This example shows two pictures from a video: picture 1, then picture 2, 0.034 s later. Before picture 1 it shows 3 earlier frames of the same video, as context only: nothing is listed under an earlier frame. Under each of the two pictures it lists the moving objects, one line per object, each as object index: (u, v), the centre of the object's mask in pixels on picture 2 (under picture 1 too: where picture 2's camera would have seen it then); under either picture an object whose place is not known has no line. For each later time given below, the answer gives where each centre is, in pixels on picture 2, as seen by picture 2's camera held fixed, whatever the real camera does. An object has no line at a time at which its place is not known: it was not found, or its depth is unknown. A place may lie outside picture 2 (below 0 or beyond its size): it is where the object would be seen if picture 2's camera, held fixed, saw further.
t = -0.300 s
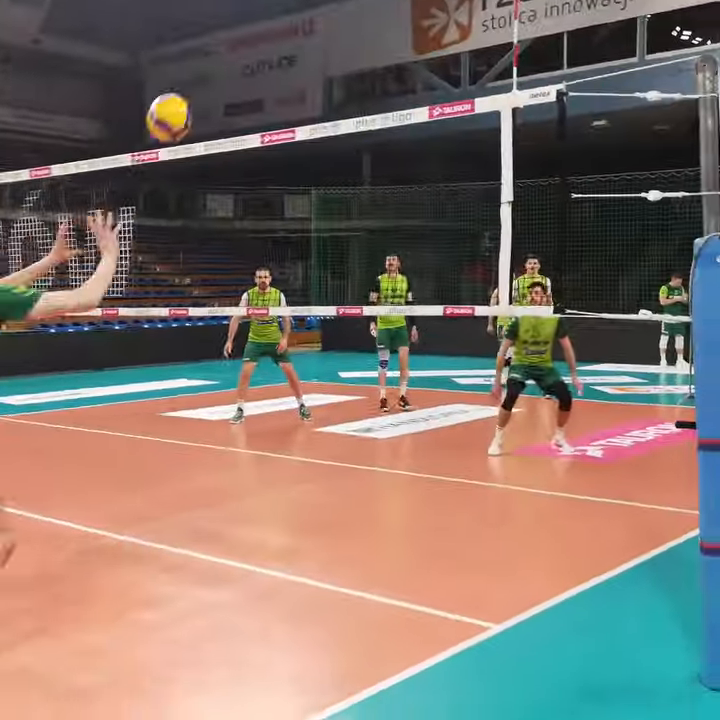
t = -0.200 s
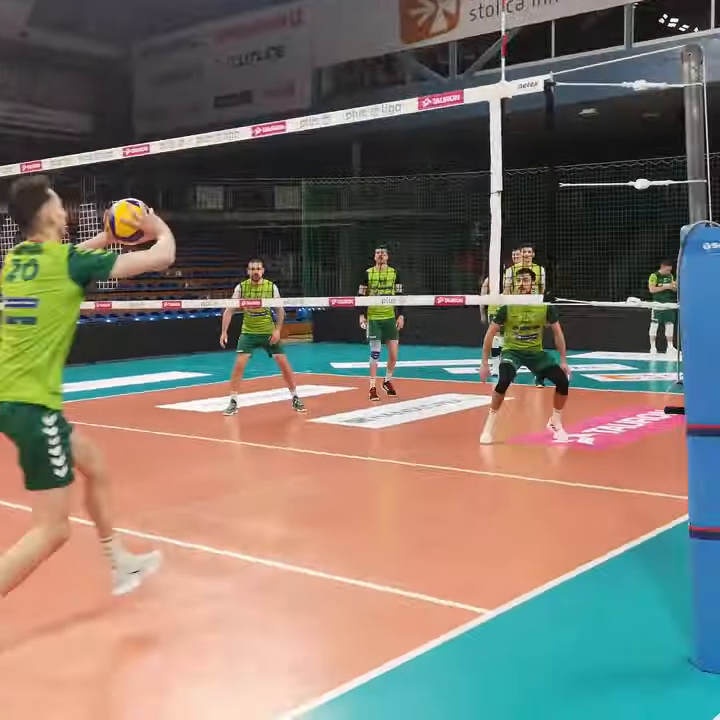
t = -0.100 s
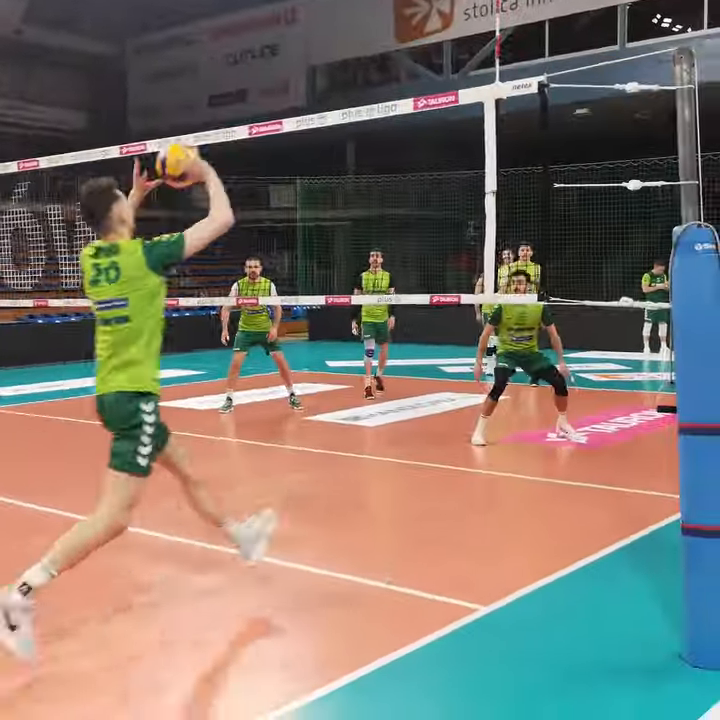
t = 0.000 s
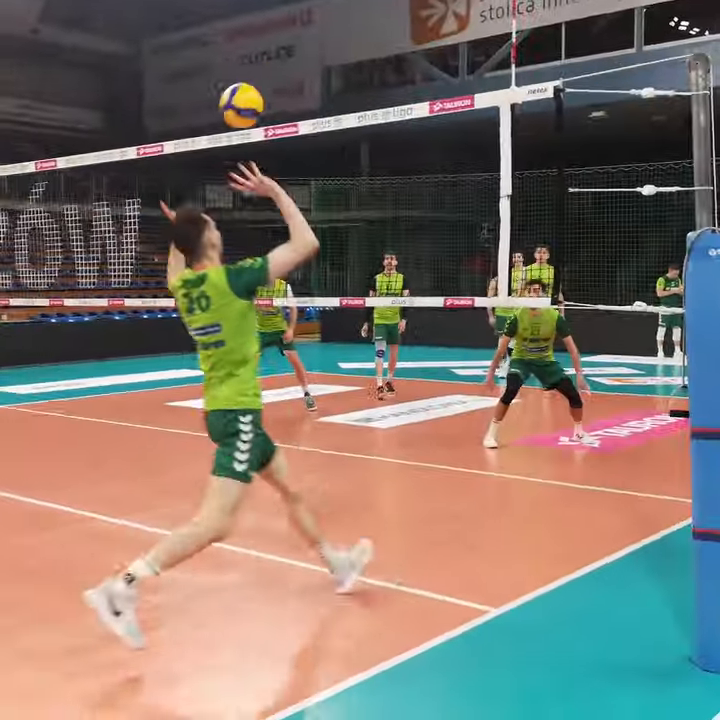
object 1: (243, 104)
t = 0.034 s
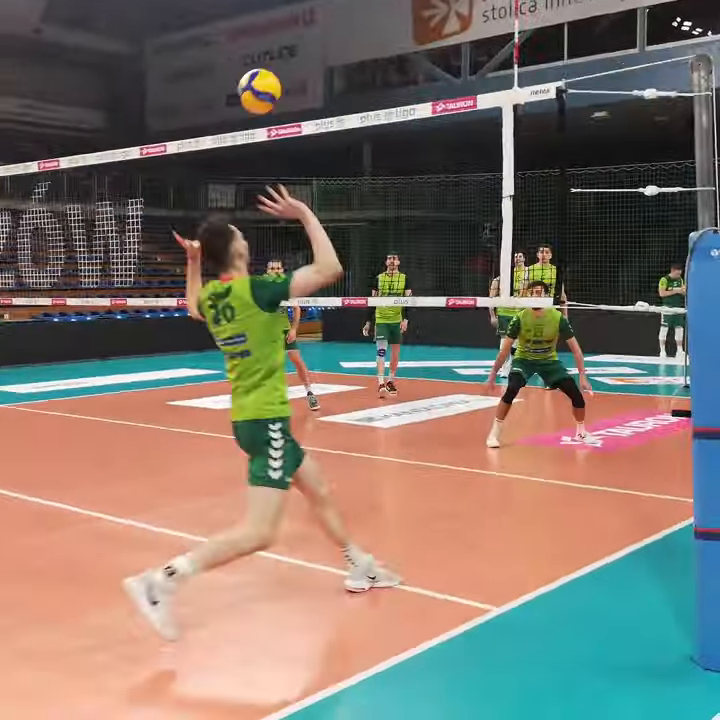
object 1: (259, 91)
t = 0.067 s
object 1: (274, 79)
